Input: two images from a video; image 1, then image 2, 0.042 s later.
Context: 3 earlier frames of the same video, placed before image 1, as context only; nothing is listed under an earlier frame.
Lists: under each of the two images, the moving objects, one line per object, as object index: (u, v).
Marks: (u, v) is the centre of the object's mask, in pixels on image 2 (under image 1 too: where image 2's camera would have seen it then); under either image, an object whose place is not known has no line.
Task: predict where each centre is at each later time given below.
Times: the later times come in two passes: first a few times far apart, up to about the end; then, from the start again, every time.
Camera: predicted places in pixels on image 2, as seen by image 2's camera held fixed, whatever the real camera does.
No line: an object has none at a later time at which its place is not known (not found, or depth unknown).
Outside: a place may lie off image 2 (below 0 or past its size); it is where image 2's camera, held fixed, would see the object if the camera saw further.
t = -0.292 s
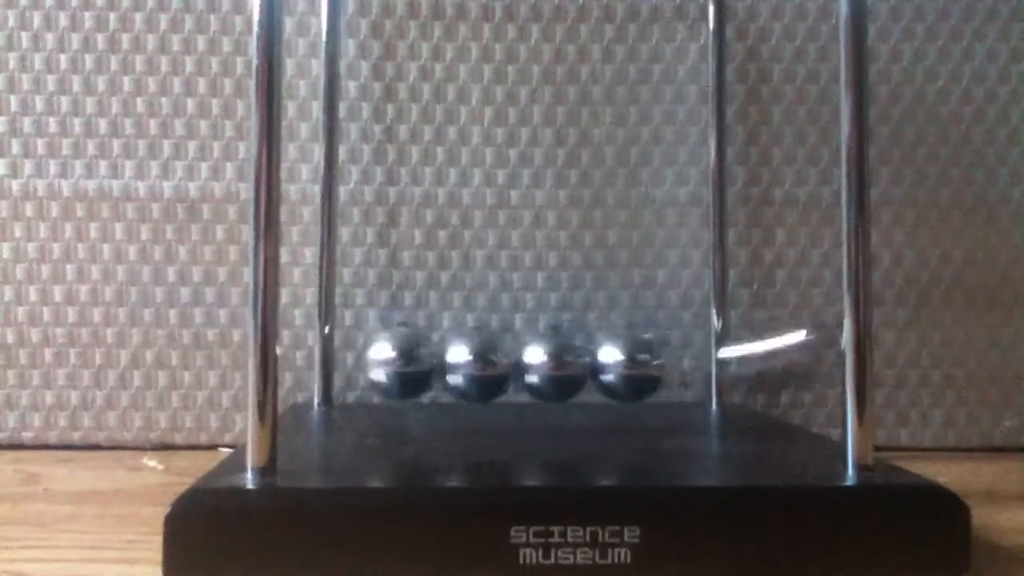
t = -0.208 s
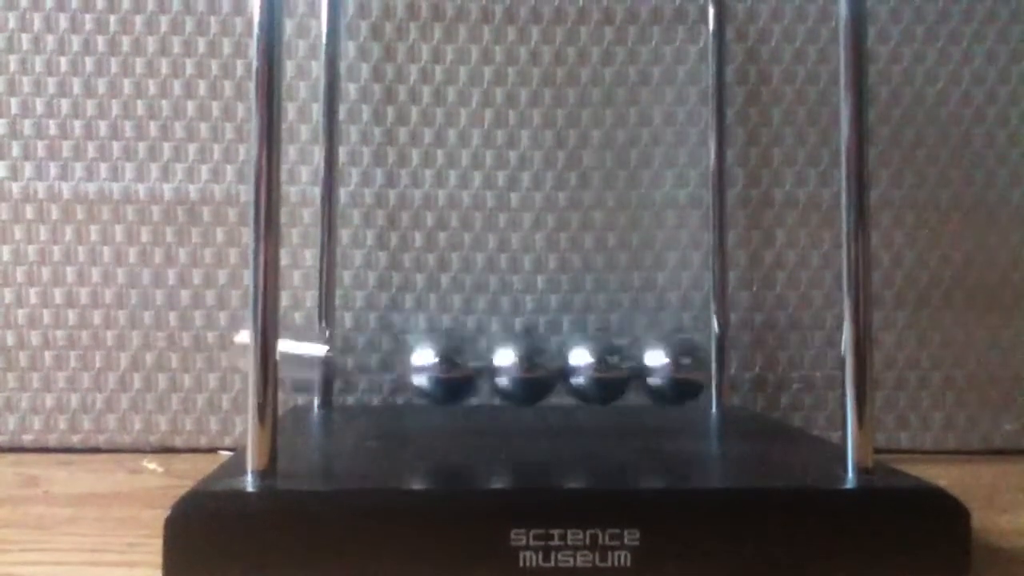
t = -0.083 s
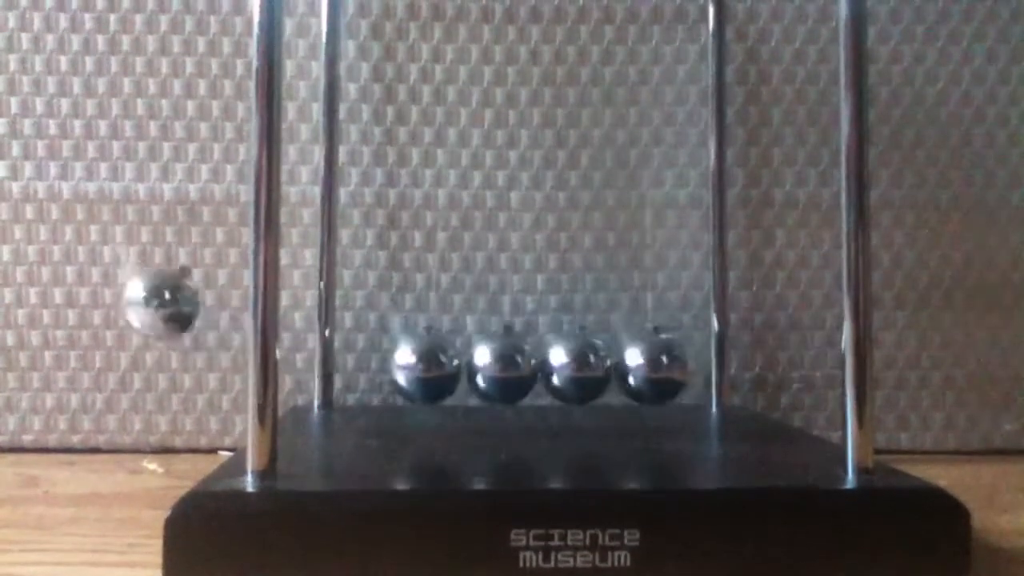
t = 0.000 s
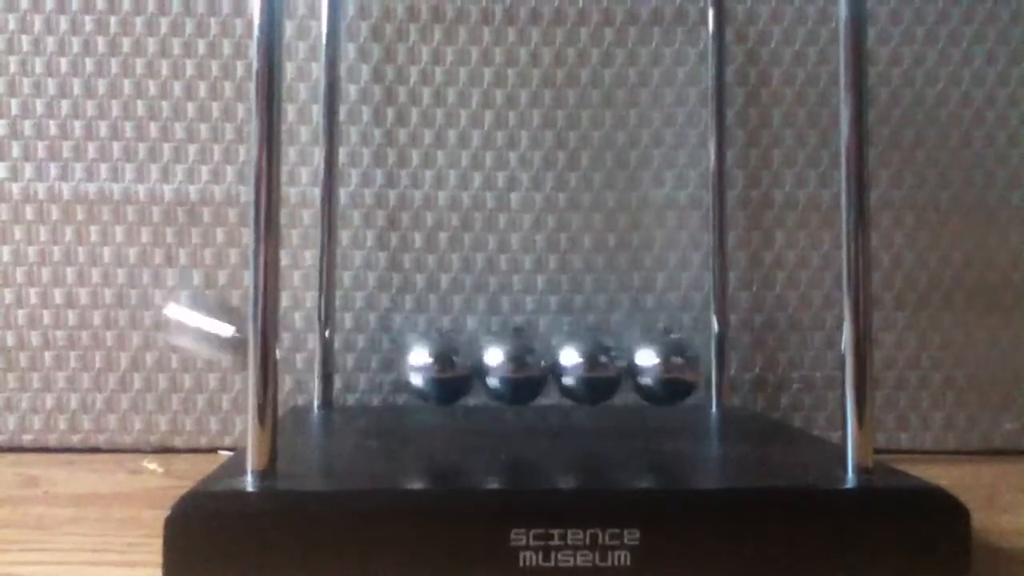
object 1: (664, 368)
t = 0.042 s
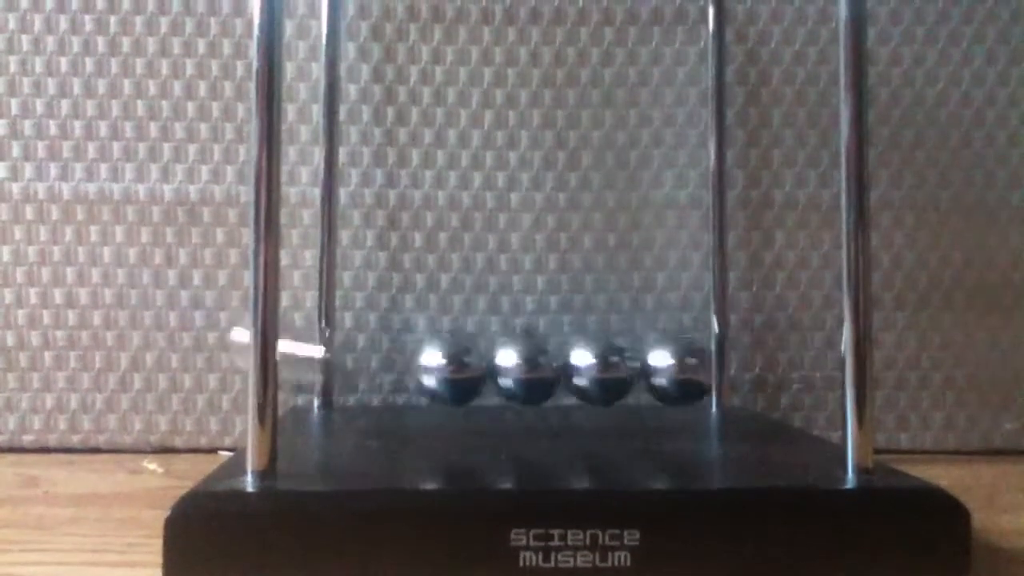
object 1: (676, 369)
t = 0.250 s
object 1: (901, 303)
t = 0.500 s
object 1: (658, 365)
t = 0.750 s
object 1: (694, 367)
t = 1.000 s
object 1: (810, 343)
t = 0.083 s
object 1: (691, 374)
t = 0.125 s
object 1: (765, 364)
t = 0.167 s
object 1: (819, 339)
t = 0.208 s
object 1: (892, 314)
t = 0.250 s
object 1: (901, 303)
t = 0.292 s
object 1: (894, 308)
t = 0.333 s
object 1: (816, 347)
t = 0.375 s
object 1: (759, 365)
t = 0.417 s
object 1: (684, 375)
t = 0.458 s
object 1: (669, 371)
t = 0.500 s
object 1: (658, 365)
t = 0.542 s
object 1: (653, 365)
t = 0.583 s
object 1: (650, 365)
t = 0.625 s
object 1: (653, 366)
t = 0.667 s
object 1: (662, 368)
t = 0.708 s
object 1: (673, 369)
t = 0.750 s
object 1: (694, 367)
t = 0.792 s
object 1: (773, 358)
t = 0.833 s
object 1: (823, 341)
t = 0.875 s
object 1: (892, 315)
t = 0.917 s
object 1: (897, 310)
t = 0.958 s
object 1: (893, 316)
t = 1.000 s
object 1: (810, 343)
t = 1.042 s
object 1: (748, 367)
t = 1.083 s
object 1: (685, 374)
